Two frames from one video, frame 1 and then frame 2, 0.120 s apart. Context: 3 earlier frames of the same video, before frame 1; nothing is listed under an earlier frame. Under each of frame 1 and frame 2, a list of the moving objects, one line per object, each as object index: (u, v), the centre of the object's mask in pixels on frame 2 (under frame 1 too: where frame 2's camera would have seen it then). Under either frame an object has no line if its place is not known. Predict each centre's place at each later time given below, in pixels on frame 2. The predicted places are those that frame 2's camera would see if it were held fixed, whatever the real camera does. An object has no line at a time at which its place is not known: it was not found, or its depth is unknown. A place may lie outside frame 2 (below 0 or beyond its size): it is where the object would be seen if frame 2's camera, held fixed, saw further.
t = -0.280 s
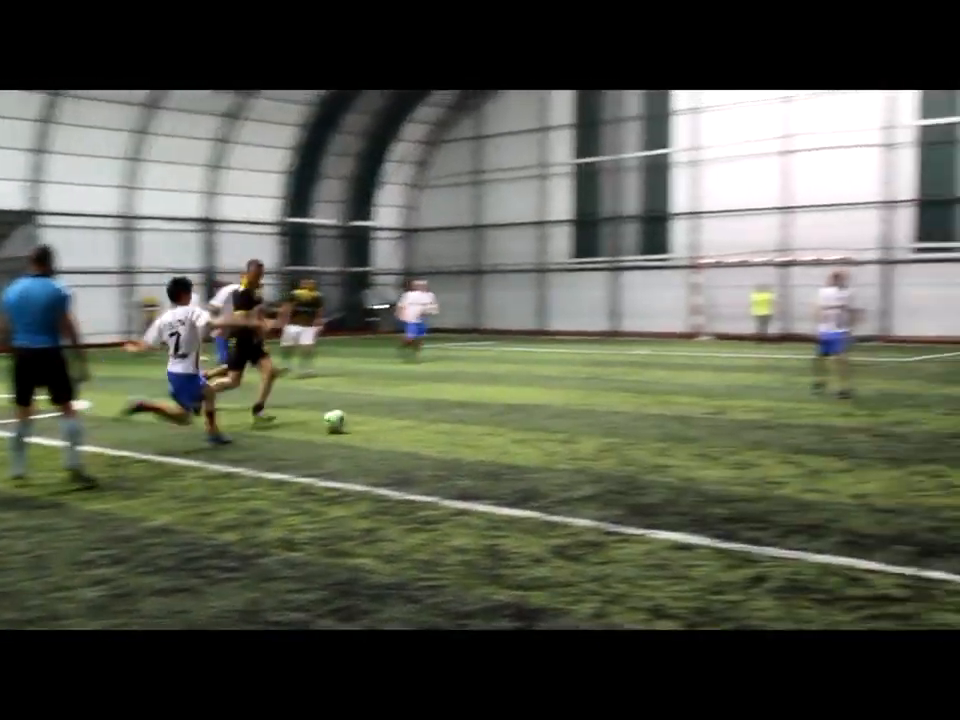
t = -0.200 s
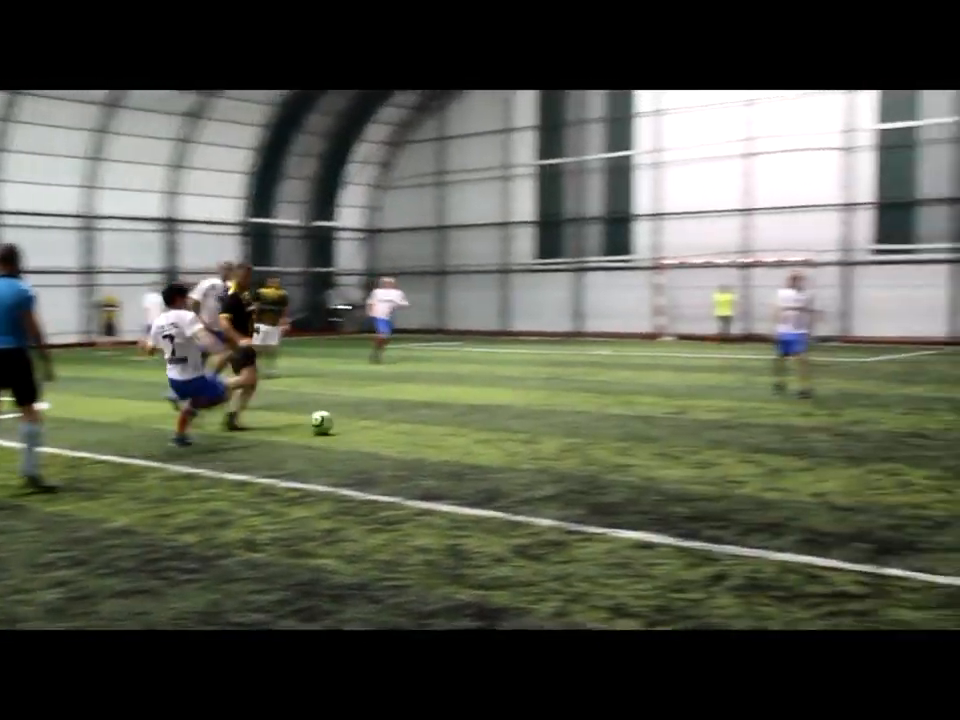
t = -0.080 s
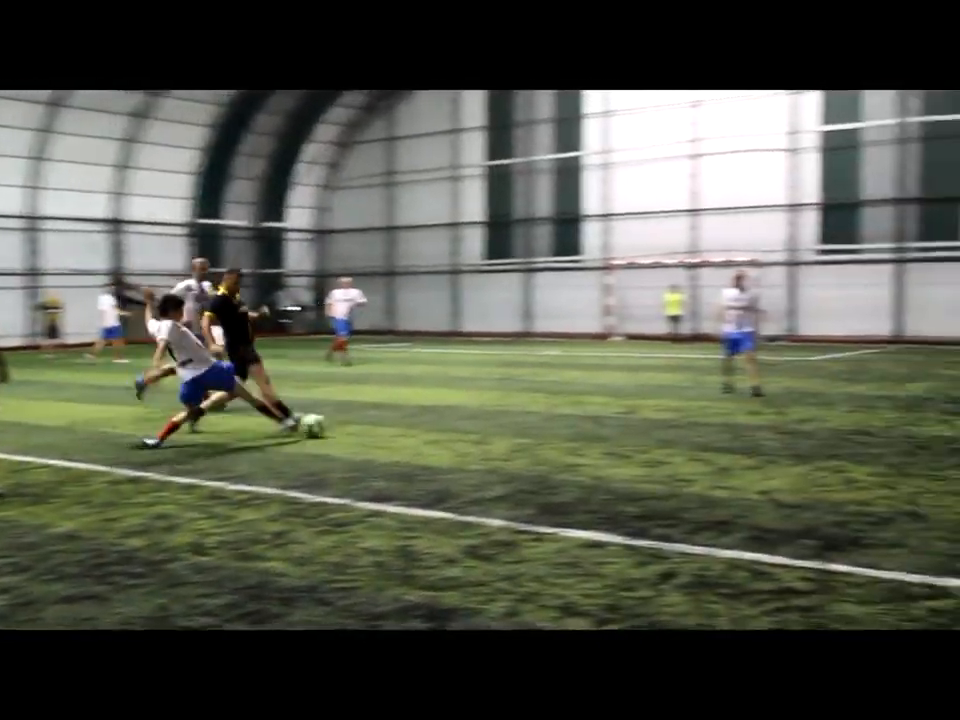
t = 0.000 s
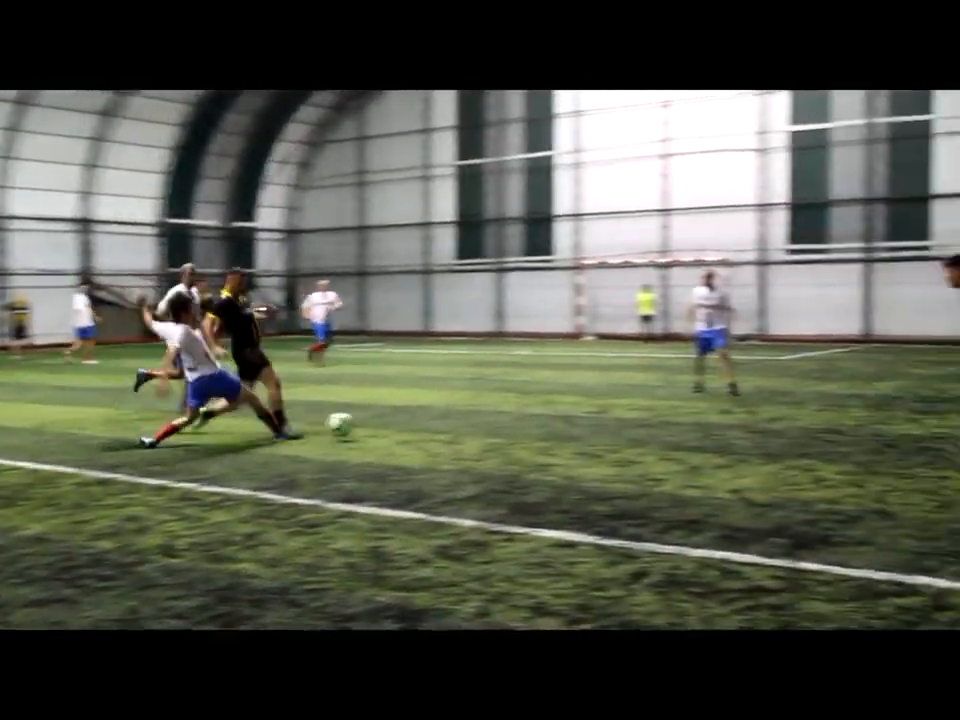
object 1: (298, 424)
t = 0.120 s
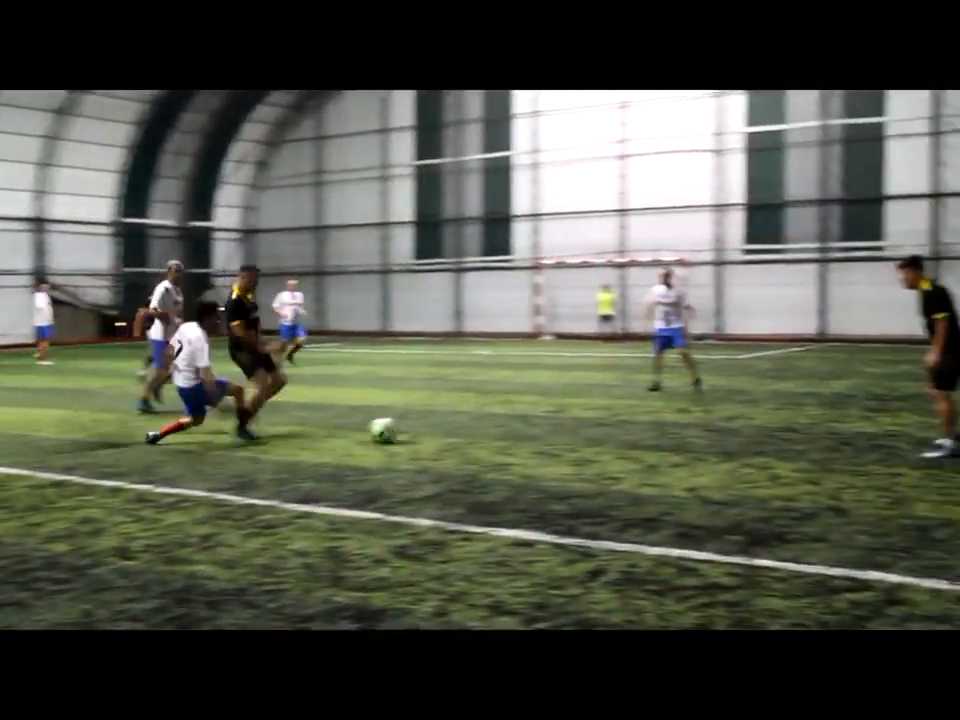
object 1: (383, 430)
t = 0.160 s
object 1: (409, 429)
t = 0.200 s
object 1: (434, 428)
